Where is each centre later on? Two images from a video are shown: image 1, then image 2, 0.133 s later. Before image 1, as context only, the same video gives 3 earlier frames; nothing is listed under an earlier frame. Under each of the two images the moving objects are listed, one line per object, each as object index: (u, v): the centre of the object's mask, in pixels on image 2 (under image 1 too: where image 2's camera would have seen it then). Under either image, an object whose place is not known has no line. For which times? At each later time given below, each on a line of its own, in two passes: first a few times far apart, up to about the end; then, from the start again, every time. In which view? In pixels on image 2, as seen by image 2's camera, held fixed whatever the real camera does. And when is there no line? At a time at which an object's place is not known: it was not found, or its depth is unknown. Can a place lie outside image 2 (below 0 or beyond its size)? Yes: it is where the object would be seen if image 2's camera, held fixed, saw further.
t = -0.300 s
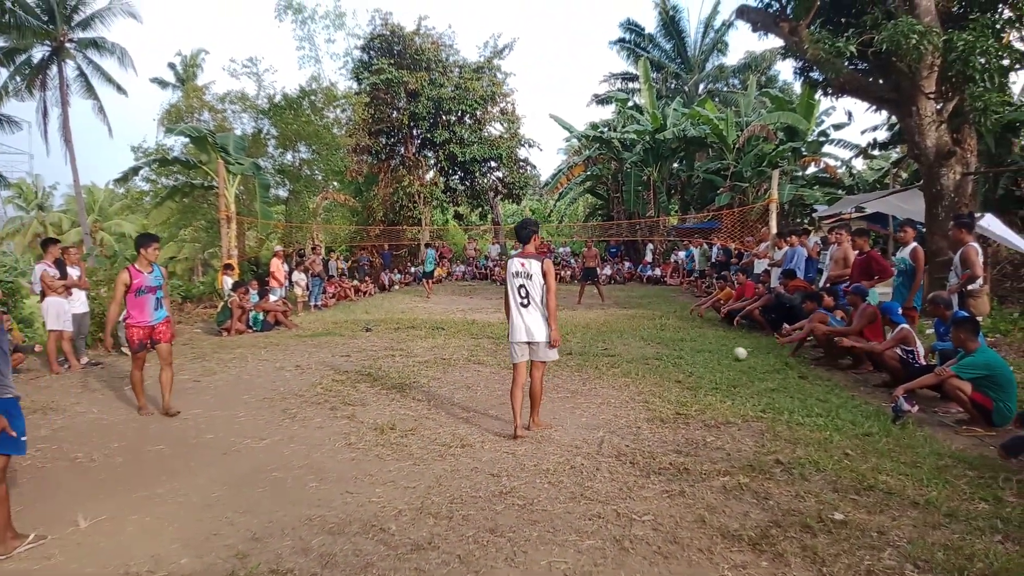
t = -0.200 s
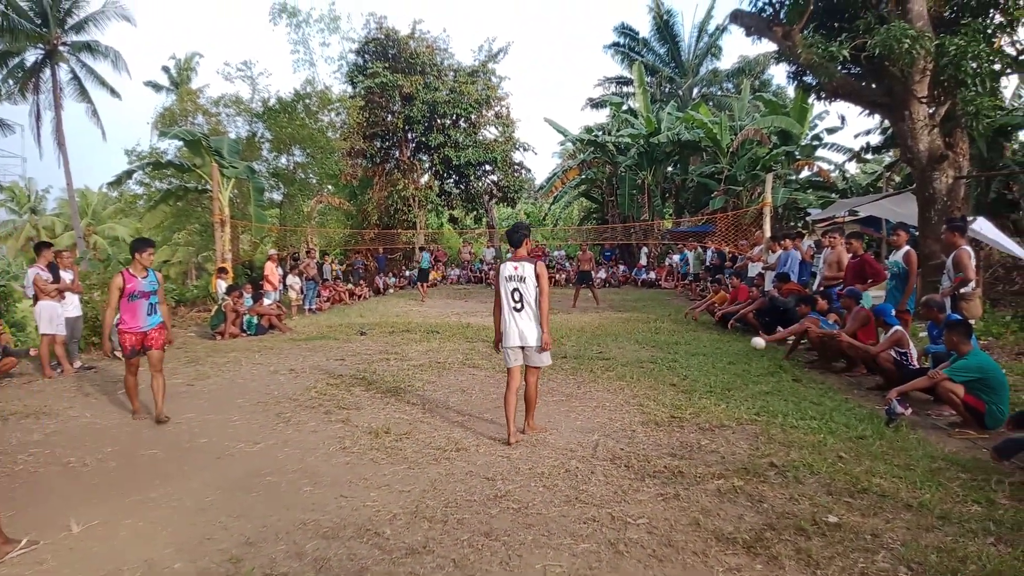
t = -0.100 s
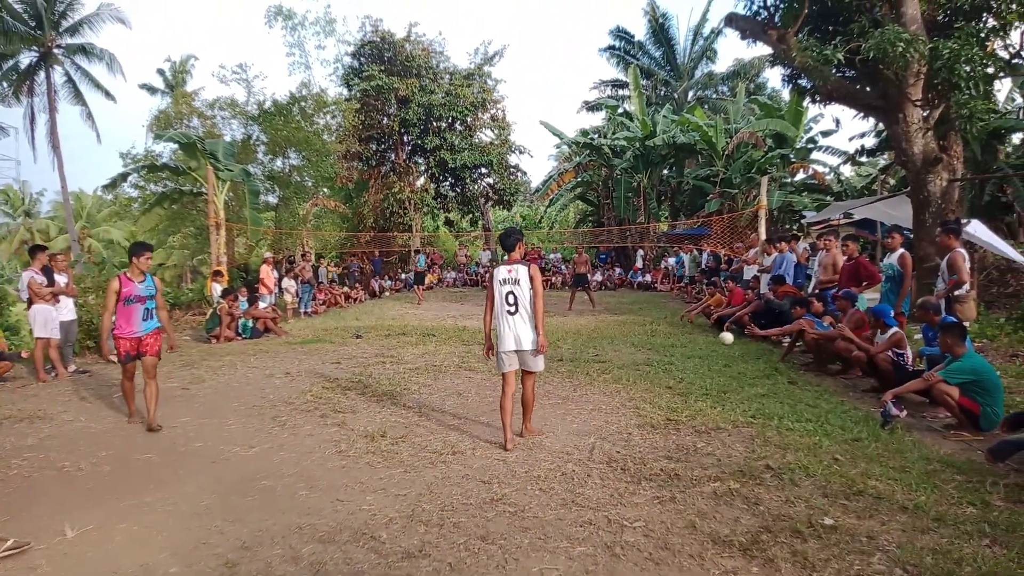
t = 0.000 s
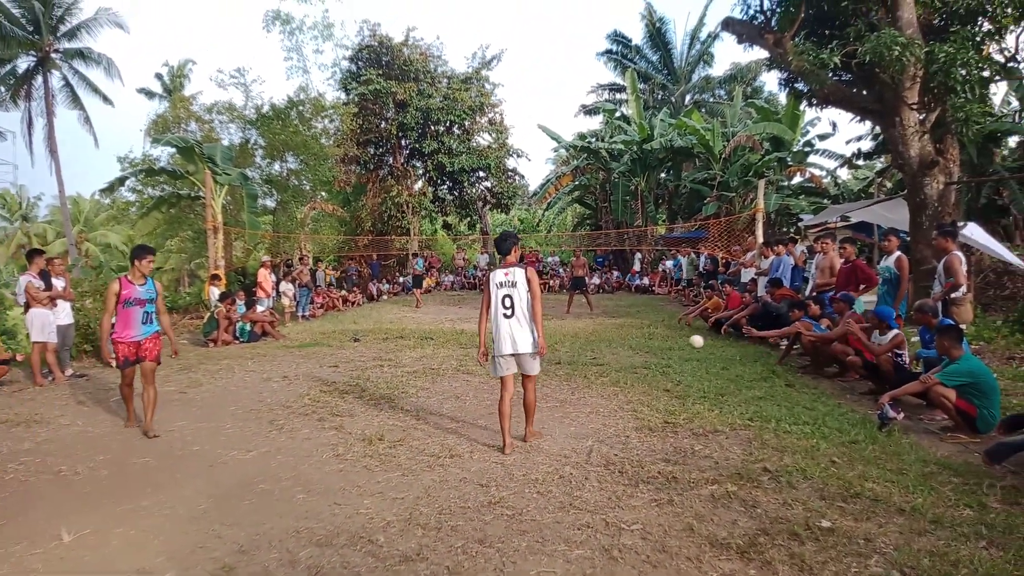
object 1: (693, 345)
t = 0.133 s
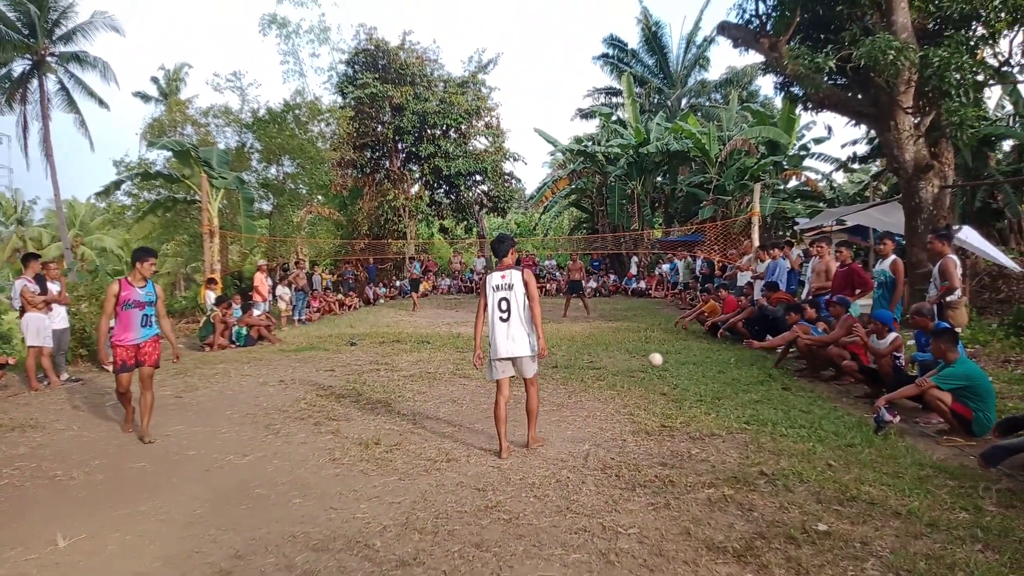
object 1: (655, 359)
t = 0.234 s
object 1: (627, 380)
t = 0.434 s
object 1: (617, 360)
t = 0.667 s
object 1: (608, 379)
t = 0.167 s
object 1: (646, 365)
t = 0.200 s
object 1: (637, 372)
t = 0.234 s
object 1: (627, 380)
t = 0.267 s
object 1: (625, 376)
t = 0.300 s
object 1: (624, 371)
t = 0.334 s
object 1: (622, 367)
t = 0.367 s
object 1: (620, 363)
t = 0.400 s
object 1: (619, 361)
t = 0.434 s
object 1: (617, 360)
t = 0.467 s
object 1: (616, 359)
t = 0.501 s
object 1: (614, 360)
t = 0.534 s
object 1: (613, 362)
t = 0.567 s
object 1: (613, 365)
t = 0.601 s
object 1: (611, 368)
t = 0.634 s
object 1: (609, 373)
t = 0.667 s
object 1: (608, 379)
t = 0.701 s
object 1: (606, 387)
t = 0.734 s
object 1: (605, 392)
